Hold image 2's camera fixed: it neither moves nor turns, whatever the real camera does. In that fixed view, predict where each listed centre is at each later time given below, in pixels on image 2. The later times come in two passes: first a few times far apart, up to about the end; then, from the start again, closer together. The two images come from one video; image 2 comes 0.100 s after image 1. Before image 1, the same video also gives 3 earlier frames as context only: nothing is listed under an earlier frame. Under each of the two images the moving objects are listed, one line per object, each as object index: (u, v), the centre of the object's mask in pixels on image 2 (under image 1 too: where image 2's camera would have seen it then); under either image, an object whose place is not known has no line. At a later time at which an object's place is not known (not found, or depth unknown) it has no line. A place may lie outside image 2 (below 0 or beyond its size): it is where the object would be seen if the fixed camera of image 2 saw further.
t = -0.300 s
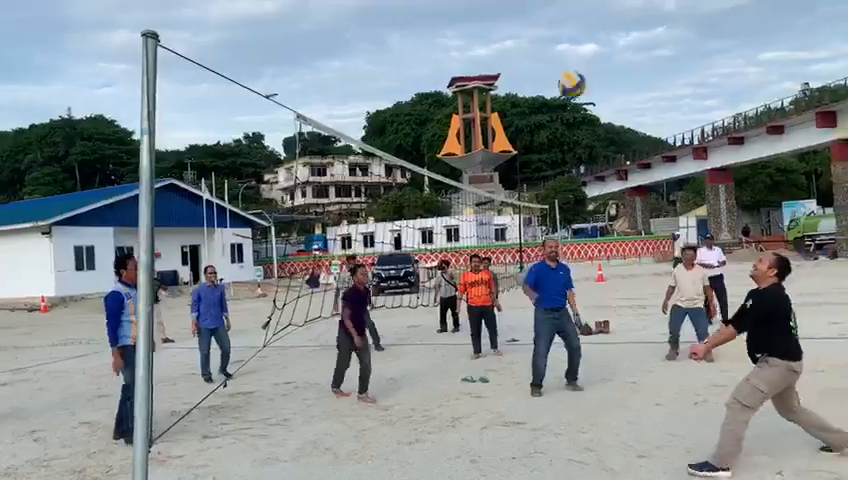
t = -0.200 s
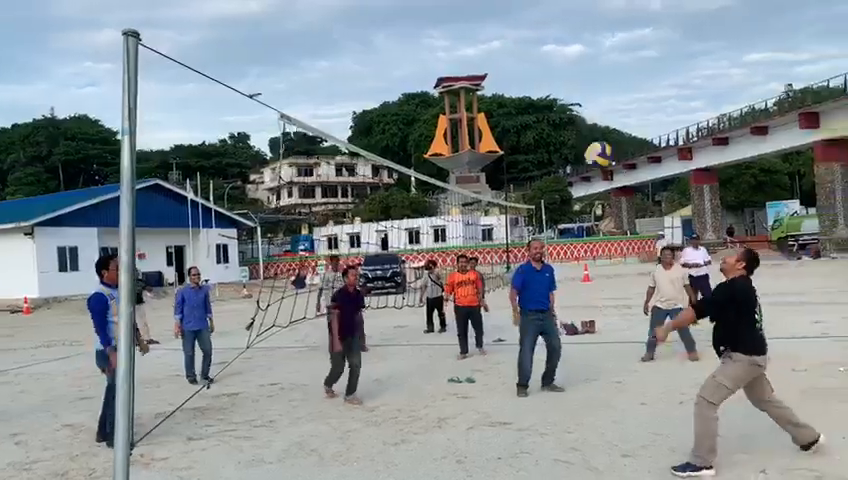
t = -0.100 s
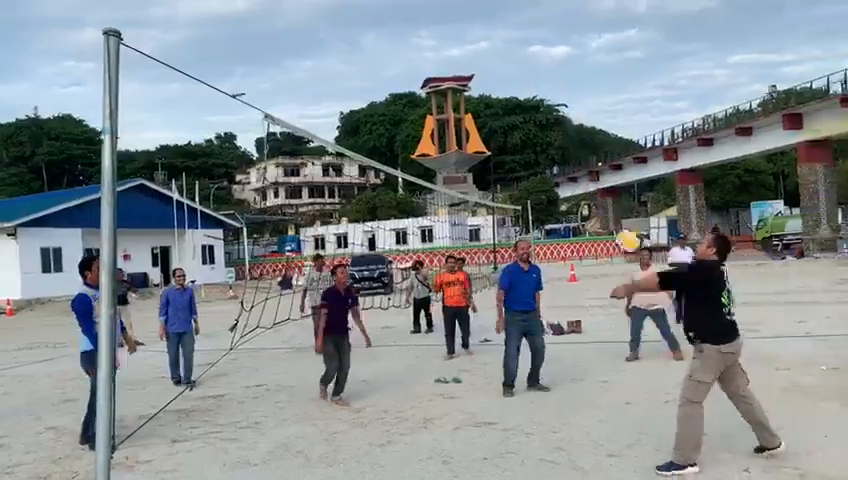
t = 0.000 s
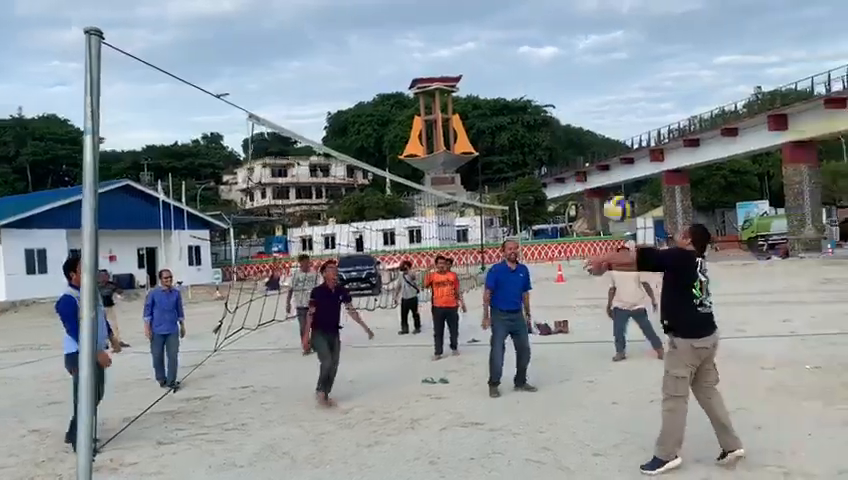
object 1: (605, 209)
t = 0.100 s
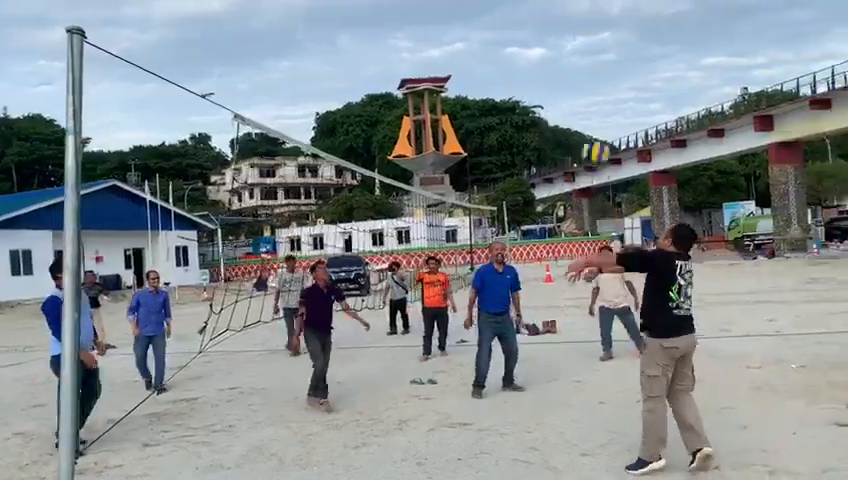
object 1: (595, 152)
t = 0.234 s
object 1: (585, 101)
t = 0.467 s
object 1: (571, 66)
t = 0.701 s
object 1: (563, 95)
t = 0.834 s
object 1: (561, 134)
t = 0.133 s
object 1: (593, 137)
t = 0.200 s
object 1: (588, 112)
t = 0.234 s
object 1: (585, 101)
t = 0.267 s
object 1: (582, 91)
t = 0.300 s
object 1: (581, 84)
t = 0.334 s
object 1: (578, 78)
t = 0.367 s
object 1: (576, 73)
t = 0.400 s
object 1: (575, 70)
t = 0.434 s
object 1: (573, 67)
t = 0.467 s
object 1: (571, 66)
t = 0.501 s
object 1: (570, 67)
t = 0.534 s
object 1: (568, 69)
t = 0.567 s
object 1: (567, 72)
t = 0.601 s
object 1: (566, 76)
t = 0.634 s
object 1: (566, 82)
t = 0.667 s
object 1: (565, 88)
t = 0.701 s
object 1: (563, 95)
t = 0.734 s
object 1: (563, 104)
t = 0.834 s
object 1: (561, 134)
